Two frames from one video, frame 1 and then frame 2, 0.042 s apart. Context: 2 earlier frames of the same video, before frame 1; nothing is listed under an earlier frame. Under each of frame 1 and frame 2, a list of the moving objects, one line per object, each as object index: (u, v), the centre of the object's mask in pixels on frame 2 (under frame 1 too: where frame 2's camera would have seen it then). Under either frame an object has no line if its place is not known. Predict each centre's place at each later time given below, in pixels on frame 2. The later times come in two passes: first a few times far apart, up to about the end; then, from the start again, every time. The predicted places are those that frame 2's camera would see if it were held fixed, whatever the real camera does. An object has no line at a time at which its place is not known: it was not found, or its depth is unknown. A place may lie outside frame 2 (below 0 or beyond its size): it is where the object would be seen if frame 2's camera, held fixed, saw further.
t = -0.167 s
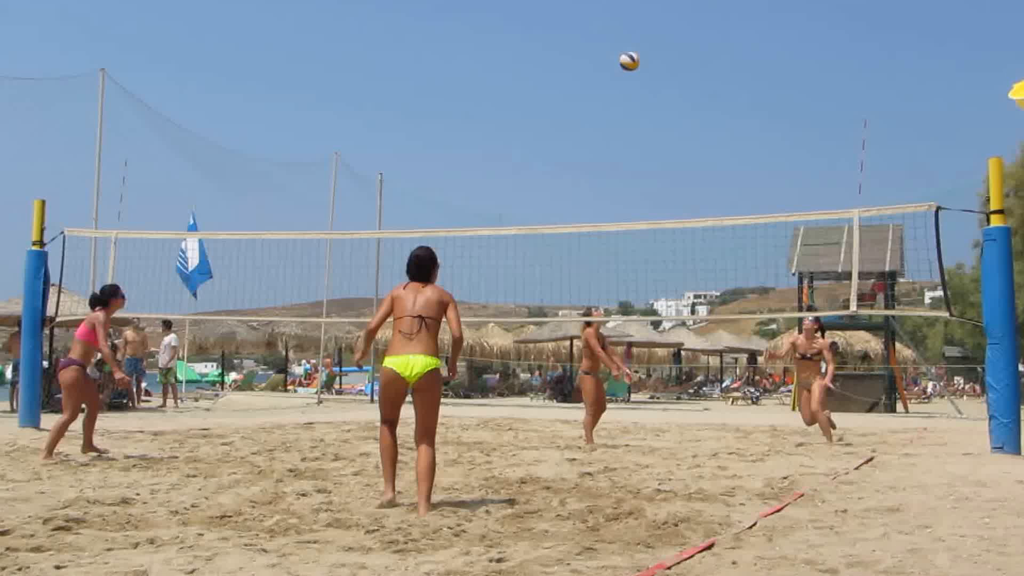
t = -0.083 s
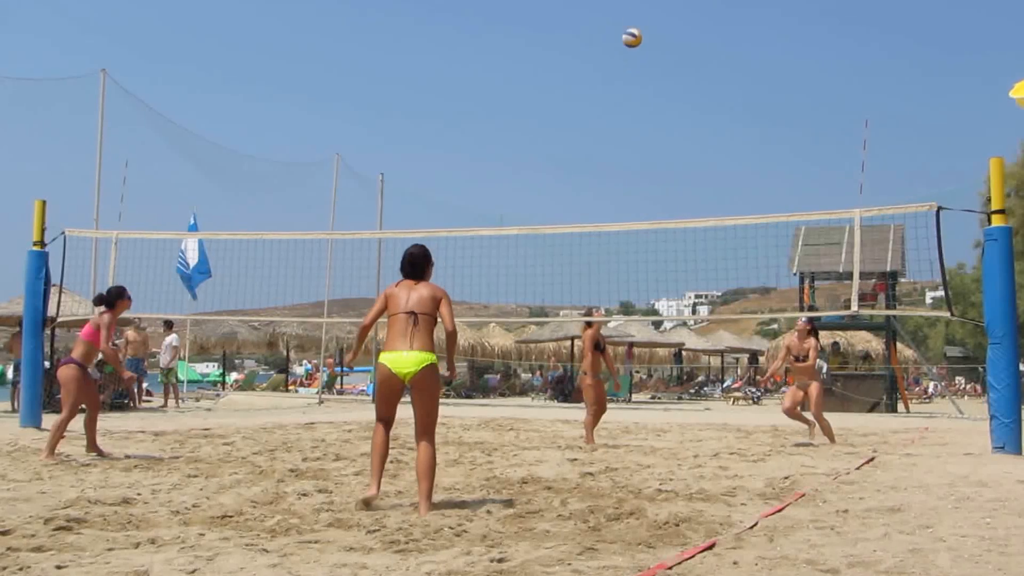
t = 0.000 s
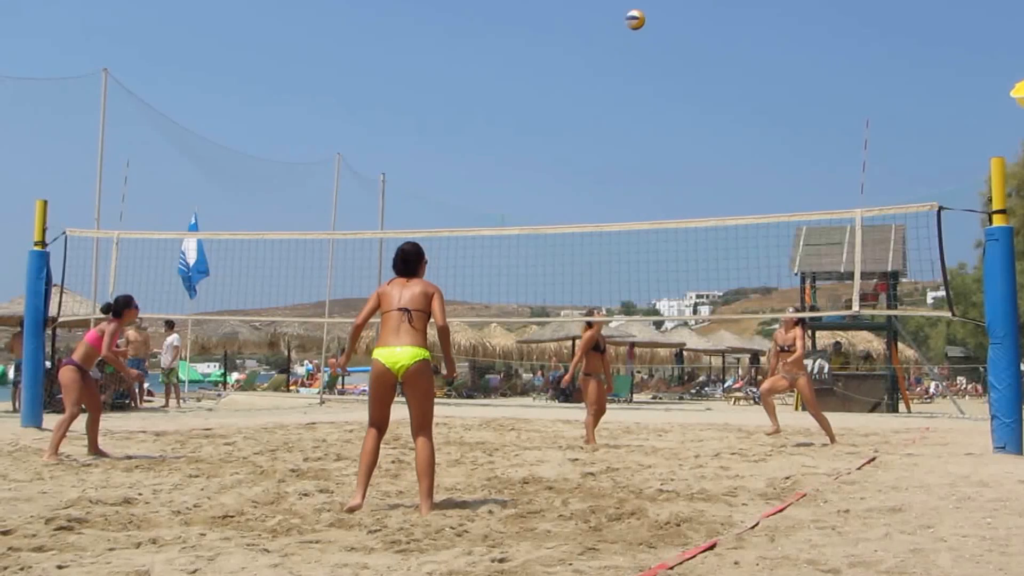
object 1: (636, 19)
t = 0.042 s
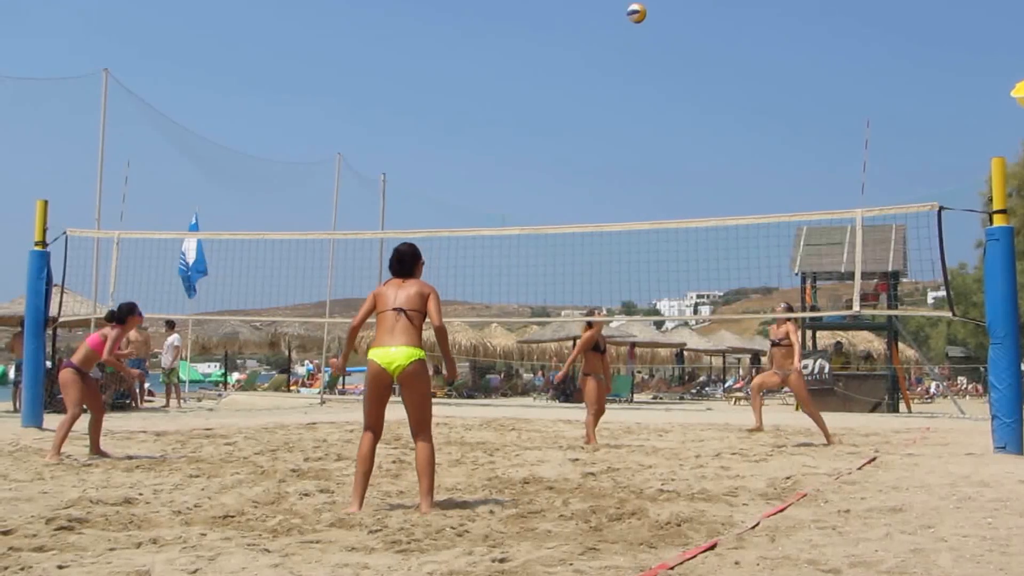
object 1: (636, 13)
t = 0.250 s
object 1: (642, 6)
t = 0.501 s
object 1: (645, 39)
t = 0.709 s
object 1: (650, 115)
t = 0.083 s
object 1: (638, 9)
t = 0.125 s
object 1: (638, 7)
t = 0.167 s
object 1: (639, 5)
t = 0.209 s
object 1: (641, 5)
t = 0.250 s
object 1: (642, 6)
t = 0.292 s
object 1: (642, 7)
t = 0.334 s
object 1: (642, 9)
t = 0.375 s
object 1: (644, 14)
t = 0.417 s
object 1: (644, 21)
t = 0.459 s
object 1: (644, 29)
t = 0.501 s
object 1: (645, 39)
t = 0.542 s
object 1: (645, 51)
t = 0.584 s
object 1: (646, 65)
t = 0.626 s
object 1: (647, 80)
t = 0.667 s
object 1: (647, 96)
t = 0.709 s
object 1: (650, 115)
